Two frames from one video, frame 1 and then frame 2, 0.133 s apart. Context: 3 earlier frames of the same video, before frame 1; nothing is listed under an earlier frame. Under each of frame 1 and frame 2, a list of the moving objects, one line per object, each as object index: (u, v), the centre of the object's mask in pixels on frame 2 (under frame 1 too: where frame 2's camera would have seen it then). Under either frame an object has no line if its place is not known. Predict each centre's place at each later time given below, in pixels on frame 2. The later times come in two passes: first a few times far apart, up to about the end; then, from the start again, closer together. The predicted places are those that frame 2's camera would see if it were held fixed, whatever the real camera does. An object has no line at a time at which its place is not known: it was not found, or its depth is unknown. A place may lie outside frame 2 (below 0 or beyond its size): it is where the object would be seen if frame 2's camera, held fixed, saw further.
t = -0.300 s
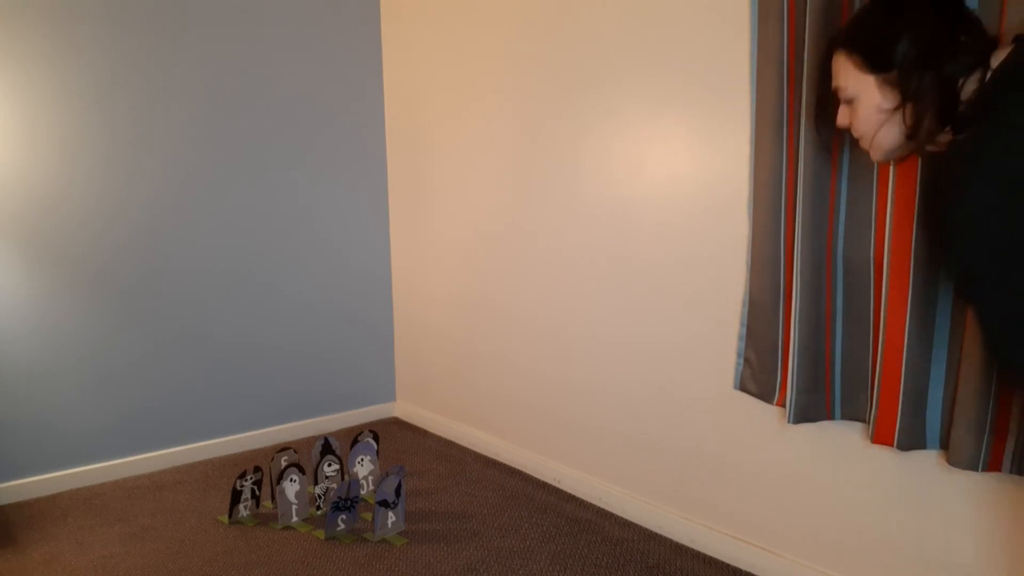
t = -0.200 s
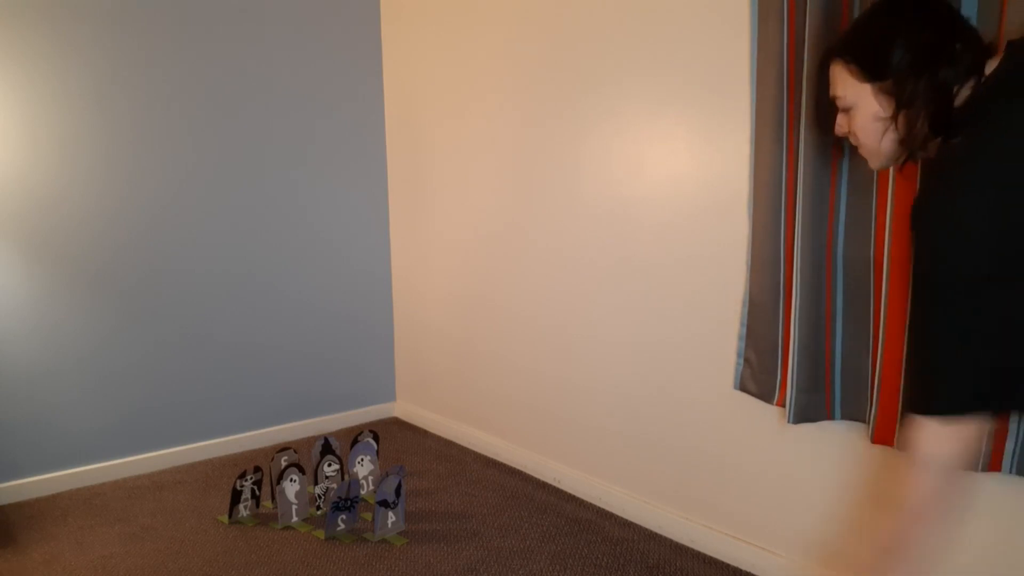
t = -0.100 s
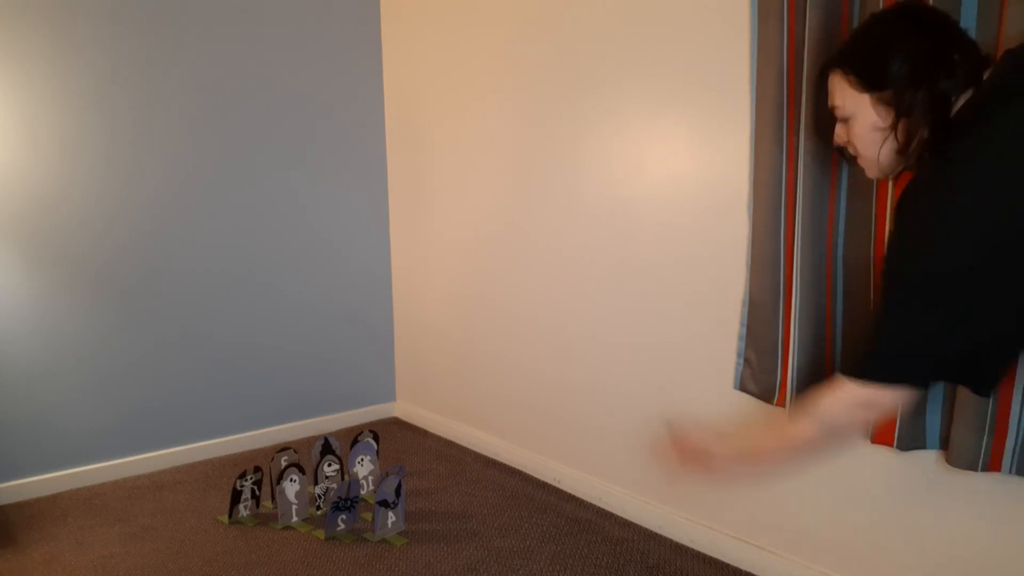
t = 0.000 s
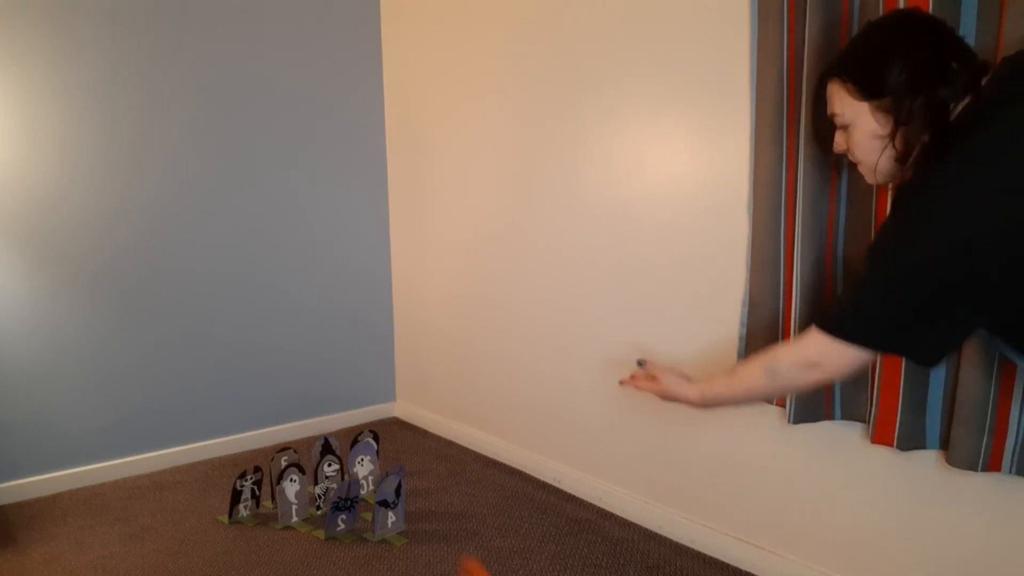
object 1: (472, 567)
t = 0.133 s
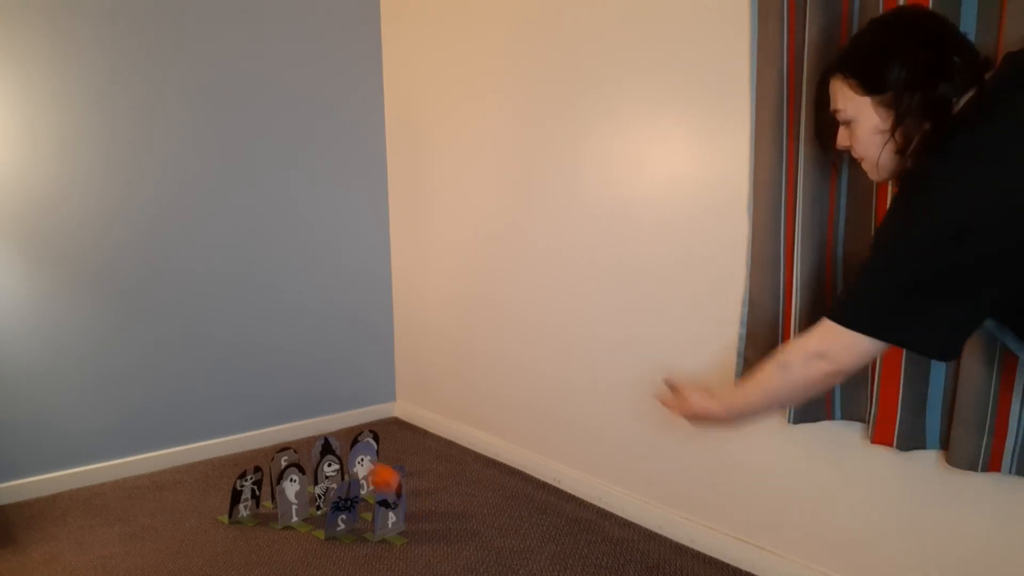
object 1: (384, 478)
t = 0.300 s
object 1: (295, 445)
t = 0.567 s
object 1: (198, 430)
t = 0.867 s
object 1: (140, 476)
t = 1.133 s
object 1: (98, 500)
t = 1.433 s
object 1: (94, 517)
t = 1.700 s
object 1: (106, 524)
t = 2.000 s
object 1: (104, 524)
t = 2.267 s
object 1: (102, 523)
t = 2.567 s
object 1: (102, 523)
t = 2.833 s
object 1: (102, 523)
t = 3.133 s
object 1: (102, 523)
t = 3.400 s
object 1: (102, 523)
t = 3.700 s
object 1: (102, 523)
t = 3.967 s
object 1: (102, 523)
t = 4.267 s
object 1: (102, 523)
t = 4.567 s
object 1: (102, 523)
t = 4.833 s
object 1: (102, 523)
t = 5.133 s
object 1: (103, 523)
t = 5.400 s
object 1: (102, 523)
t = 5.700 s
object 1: (102, 523)
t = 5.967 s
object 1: (101, 523)
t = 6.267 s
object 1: (101, 524)
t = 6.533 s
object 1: (102, 523)
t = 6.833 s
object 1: (103, 523)
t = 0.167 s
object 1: (364, 463)
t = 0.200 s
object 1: (345, 453)
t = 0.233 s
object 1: (327, 445)
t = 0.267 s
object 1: (308, 444)
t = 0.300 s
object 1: (295, 445)
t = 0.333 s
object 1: (279, 445)
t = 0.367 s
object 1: (265, 450)
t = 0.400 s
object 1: (253, 458)
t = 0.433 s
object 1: (240, 461)
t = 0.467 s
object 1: (229, 454)
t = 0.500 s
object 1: (216, 444)
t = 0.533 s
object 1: (205, 436)
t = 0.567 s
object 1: (198, 430)
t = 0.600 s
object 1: (191, 428)
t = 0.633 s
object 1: (186, 428)
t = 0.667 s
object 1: (181, 432)
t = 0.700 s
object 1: (175, 436)
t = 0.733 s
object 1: (167, 443)
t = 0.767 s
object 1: (161, 456)
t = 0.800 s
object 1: (156, 472)
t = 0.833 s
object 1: (149, 473)
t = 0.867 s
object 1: (140, 476)
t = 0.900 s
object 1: (132, 483)
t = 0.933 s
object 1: (125, 485)
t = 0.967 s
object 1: (120, 487)
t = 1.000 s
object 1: (115, 489)
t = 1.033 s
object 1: (111, 492)
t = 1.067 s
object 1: (106, 495)
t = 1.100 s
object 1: (103, 497)
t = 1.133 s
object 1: (98, 500)
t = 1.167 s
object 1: (94, 503)
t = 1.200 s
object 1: (92, 507)
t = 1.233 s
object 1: (90, 510)
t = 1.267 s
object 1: (89, 512)
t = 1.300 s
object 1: (88, 513)
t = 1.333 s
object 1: (89, 514)
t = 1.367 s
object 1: (91, 515)
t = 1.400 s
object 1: (93, 516)
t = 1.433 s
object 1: (94, 517)
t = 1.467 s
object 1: (97, 519)
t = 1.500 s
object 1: (99, 519)
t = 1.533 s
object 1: (101, 520)
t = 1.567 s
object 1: (103, 520)
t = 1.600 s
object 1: (105, 521)
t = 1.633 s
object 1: (106, 522)
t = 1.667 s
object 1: (106, 523)
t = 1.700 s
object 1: (106, 524)
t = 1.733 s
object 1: (106, 524)
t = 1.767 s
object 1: (107, 523)
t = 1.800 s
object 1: (107, 523)
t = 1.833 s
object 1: (107, 523)
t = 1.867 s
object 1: (106, 523)
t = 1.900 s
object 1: (106, 523)
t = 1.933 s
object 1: (105, 523)
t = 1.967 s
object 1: (105, 524)
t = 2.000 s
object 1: (104, 524)
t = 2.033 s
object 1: (103, 523)
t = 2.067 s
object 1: (103, 523)
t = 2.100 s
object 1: (102, 523)
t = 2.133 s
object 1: (102, 523)
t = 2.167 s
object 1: (102, 523)
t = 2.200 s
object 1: (102, 523)
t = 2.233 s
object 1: (102, 523)
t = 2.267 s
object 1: (102, 523)
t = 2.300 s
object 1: (102, 523)
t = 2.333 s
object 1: (102, 523)
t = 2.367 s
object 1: (102, 523)
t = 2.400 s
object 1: (102, 523)
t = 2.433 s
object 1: (102, 523)
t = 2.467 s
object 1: (102, 523)
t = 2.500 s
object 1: (102, 523)
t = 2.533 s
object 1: (102, 523)
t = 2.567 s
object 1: (102, 523)
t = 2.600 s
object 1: (102, 523)
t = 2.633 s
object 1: (102, 523)
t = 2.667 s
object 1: (102, 523)
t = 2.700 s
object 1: (102, 523)
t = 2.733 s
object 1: (102, 523)
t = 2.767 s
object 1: (102, 523)
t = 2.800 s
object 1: (102, 523)
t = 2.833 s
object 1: (102, 523)
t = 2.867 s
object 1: (102, 523)
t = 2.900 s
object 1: (102, 523)
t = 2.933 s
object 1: (102, 523)
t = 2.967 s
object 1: (102, 523)
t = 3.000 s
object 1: (102, 523)
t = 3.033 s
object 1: (102, 523)
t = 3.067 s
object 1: (102, 523)
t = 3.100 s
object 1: (102, 523)
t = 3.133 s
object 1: (102, 523)
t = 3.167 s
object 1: (102, 523)
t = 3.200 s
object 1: (102, 523)
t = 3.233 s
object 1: (102, 523)
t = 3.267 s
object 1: (102, 523)
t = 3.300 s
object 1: (102, 523)
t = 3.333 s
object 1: (102, 523)
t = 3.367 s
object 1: (102, 523)
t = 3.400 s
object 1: (102, 523)
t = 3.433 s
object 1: (102, 523)
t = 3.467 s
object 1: (102, 523)
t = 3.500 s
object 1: (102, 523)
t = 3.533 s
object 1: (102, 523)
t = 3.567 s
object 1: (102, 523)
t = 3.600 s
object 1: (102, 523)
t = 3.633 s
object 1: (102, 523)
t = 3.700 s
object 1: (102, 523)
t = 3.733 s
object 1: (102, 523)
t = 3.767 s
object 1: (102, 523)
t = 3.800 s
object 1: (102, 523)
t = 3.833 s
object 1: (102, 523)
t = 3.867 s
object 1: (102, 523)
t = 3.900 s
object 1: (102, 523)
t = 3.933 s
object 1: (102, 523)
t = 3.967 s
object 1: (102, 523)
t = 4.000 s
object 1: (102, 523)
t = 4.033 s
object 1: (102, 523)
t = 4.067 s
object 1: (102, 523)
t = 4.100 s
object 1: (102, 523)
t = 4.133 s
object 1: (102, 523)
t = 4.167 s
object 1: (102, 523)
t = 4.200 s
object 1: (102, 523)
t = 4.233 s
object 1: (102, 523)
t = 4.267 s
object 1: (102, 523)
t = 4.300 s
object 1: (102, 523)
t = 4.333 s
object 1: (102, 523)
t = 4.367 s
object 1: (102, 523)
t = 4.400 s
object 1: (102, 523)
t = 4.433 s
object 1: (102, 523)
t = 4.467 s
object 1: (102, 523)
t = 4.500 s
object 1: (102, 523)
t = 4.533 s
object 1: (102, 523)
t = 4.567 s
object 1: (102, 523)
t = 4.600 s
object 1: (102, 523)
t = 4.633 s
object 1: (102, 523)
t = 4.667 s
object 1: (102, 523)
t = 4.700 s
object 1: (102, 523)
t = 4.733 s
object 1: (102, 523)
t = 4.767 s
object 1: (102, 523)
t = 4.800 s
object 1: (102, 523)
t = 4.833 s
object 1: (102, 523)
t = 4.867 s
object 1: (102, 523)
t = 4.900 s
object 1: (102, 523)
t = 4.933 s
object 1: (102, 523)
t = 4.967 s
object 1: (102, 523)
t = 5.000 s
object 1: (102, 523)
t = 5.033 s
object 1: (102, 523)
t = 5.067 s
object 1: (102, 523)
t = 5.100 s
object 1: (103, 523)
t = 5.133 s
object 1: (103, 523)
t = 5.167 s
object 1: (103, 523)
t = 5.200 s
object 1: (102, 523)
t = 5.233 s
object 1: (102, 523)
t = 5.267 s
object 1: (102, 523)
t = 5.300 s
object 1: (102, 523)
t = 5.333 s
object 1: (102, 523)
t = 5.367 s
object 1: (102, 523)
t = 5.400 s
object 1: (102, 523)
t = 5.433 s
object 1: (102, 523)
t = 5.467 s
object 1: (102, 523)
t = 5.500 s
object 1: (102, 523)
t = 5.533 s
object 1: (102, 523)
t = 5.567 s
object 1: (102, 523)
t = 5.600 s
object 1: (102, 523)
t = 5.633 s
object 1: (102, 523)
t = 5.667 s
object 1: (102, 523)
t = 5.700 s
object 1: (102, 523)
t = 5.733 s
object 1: (102, 523)
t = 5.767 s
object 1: (102, 523)
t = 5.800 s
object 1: (101, 523)
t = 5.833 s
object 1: (101, 523)
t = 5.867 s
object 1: (101, 523)
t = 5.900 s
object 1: (101, 523)
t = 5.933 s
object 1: (101, 523)
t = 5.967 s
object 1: (101, 523)
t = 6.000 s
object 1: (101, 523)
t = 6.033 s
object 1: (101, 523)
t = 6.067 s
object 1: (101, 523)
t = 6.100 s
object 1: (101, 524)
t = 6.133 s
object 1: (101, 524)
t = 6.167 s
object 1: (101, 524)
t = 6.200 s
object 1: (101, 524)
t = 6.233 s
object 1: (101, 523)
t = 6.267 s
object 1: (101, 524)
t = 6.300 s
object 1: (102, 524)
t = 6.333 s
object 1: (102, 524)
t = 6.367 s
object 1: (102, 524)
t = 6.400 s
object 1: (101, 524)
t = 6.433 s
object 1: (101, 524)
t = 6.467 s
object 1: (102, 523)
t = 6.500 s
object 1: (102, 523)
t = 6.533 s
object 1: (102, 523)
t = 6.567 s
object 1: (102, 523)
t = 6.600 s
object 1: (102, 523)
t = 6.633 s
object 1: (102, 523)
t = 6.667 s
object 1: (102, 523)
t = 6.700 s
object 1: (102, 523)
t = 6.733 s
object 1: (102, 523)
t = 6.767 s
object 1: (103, 523)
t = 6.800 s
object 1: (103, 523)
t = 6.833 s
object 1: (103, 523)
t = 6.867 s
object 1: (103, 523)
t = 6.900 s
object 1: (103, 523)
